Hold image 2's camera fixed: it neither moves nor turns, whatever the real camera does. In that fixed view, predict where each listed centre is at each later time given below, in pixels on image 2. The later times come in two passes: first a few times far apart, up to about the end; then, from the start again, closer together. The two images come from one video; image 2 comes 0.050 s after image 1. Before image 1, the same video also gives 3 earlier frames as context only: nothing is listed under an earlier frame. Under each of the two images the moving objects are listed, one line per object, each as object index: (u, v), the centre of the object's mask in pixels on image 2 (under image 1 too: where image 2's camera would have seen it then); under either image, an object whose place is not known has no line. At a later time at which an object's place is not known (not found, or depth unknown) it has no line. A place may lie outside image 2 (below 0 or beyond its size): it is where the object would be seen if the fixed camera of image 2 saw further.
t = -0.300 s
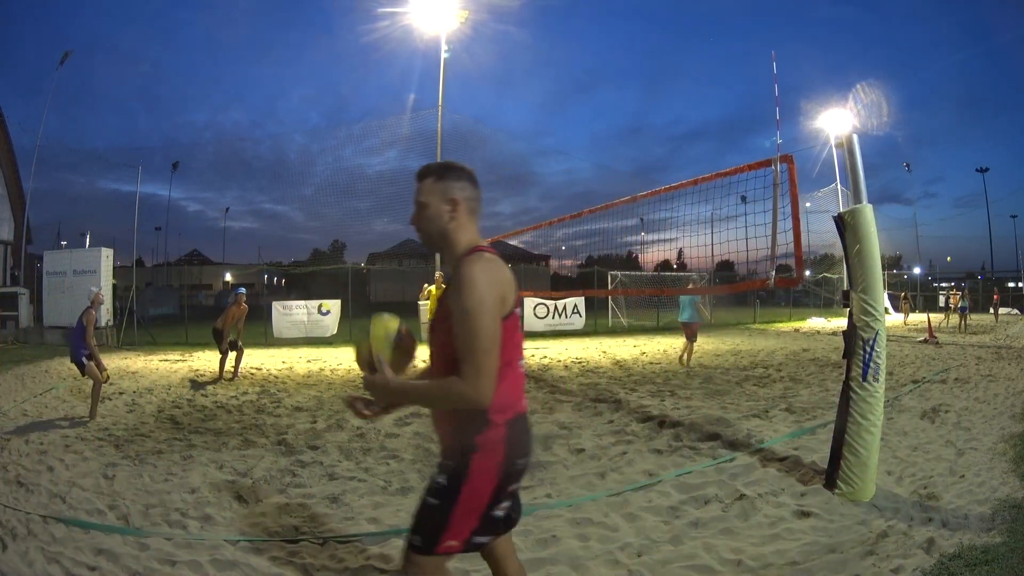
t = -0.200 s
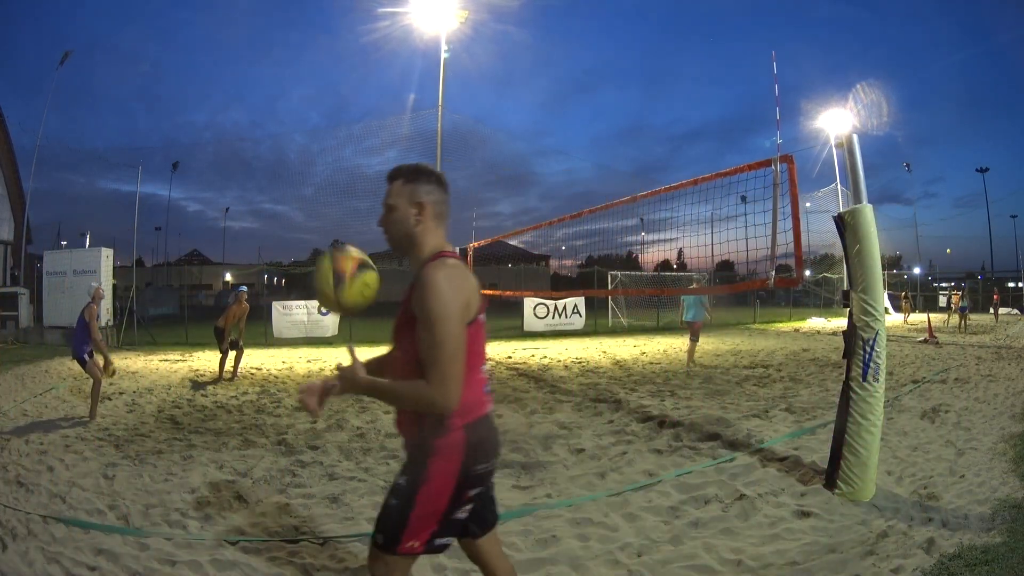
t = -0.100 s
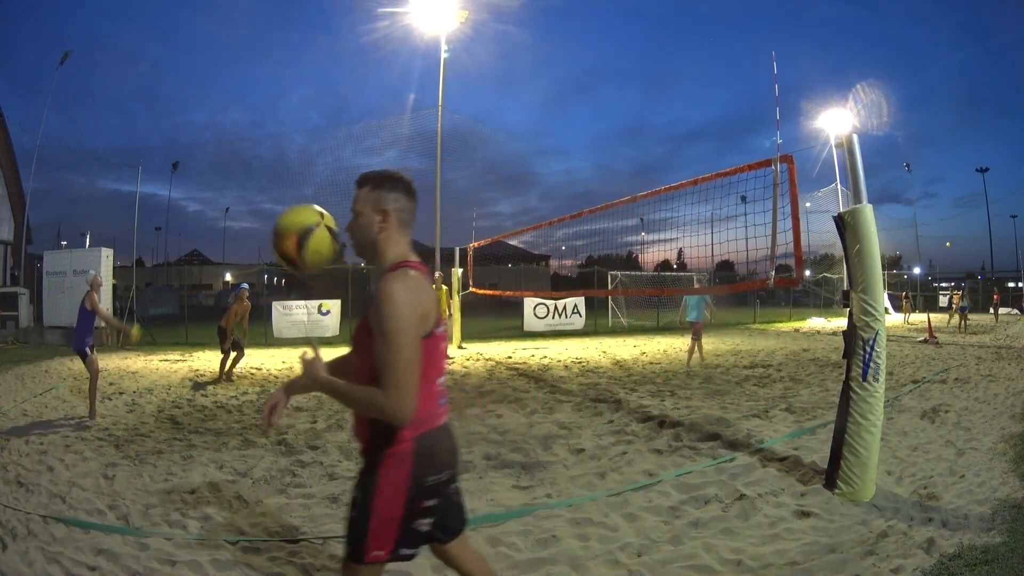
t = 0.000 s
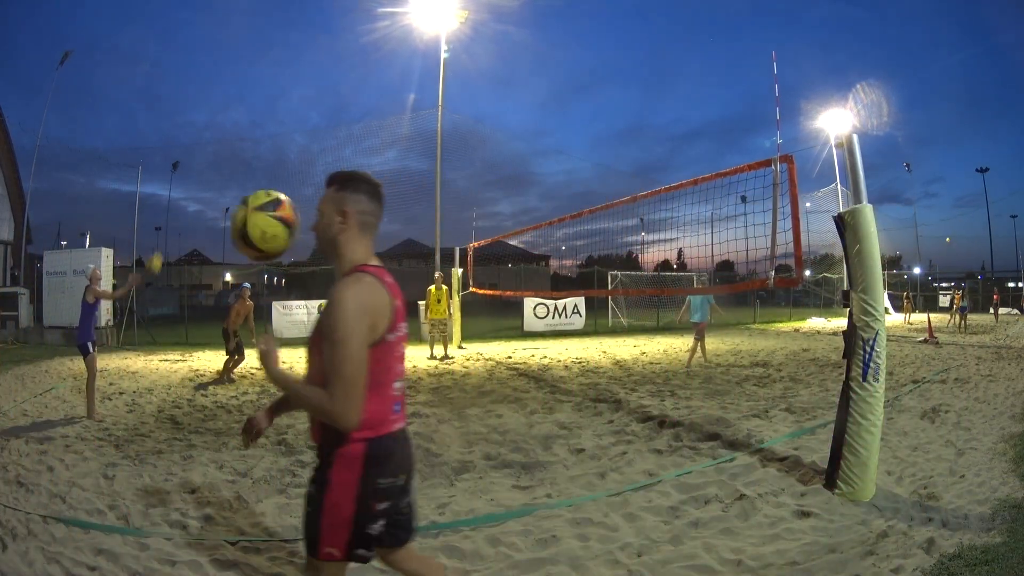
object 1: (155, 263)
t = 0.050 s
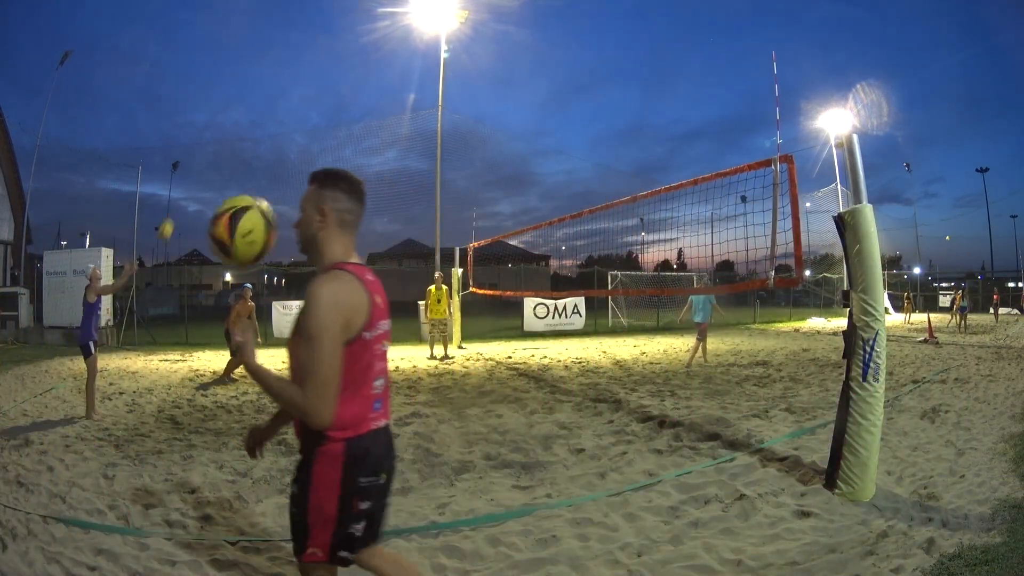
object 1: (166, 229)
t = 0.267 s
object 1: (219, 119)
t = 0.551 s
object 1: (280, 46)
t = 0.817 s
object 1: (325, 31)
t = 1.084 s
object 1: (362, 54)
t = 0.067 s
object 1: (170, 219)
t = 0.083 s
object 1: (174, 210)
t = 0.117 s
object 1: (182, 189)
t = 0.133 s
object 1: (186, 180)
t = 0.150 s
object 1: (190, 171)
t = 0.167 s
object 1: (194, 163)
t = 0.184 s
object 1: (198, 155)
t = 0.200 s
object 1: (203, 147)
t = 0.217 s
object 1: (207, 139)
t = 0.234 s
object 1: (211, 132)
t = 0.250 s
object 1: (215, 125)
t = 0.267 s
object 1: (219, 119)
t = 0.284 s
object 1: (223, 112)
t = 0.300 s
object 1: (227, 106)
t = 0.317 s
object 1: (231, 101)
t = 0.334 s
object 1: (234, 95)
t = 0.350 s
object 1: (238, 90)
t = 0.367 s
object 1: (242, 85)
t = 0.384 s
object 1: (246, 80)
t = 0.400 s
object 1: (249, 76)
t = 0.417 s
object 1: (253, 72)
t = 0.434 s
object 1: (257, 68)
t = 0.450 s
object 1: (260, 64)
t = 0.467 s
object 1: (264, 60)
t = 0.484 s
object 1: (267, 57)
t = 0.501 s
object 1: (270, 54)
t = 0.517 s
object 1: (274, 52)
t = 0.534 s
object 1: (277, 49)
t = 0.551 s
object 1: (280, 46)
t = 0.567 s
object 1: (283, 44)
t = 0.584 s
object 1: (287, 42)
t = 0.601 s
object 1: (290, 40)
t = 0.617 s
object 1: (293, 38)
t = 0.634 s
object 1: (296, 37)
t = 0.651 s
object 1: (299, 35)
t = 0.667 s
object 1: (301, 35)
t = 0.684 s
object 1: (305, 33)
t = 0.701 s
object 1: (307, 32)
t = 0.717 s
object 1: (310, 32)
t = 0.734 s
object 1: (313, 31)
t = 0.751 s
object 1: (315, 31)
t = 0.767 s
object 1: (318, 31)
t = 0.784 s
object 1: (320, 30)
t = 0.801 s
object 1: (323, 30)
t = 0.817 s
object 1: (325, 31)
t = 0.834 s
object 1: (328, 31)
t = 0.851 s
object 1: (330, 32)
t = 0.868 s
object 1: (333, 32)
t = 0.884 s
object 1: (335, 33)
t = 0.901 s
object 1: (338, 34)
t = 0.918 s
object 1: (340, 35)
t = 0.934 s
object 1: (342, 36)
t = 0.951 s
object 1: (345, 37)
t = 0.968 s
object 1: (347, 39)
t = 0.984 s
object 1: (349, 40)
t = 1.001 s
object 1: (351, 42)
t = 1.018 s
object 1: (354, 44)
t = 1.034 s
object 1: (356, 46)
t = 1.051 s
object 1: (358, 49)
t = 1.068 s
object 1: (360, 51)
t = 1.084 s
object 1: (362, 54)
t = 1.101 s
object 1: (365, 56)
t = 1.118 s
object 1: (367, 59)
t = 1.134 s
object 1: (369, 62)
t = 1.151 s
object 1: (371, 65)
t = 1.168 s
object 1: (373, 69)
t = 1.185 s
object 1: (375, 72)
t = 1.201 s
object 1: (377, 76)
